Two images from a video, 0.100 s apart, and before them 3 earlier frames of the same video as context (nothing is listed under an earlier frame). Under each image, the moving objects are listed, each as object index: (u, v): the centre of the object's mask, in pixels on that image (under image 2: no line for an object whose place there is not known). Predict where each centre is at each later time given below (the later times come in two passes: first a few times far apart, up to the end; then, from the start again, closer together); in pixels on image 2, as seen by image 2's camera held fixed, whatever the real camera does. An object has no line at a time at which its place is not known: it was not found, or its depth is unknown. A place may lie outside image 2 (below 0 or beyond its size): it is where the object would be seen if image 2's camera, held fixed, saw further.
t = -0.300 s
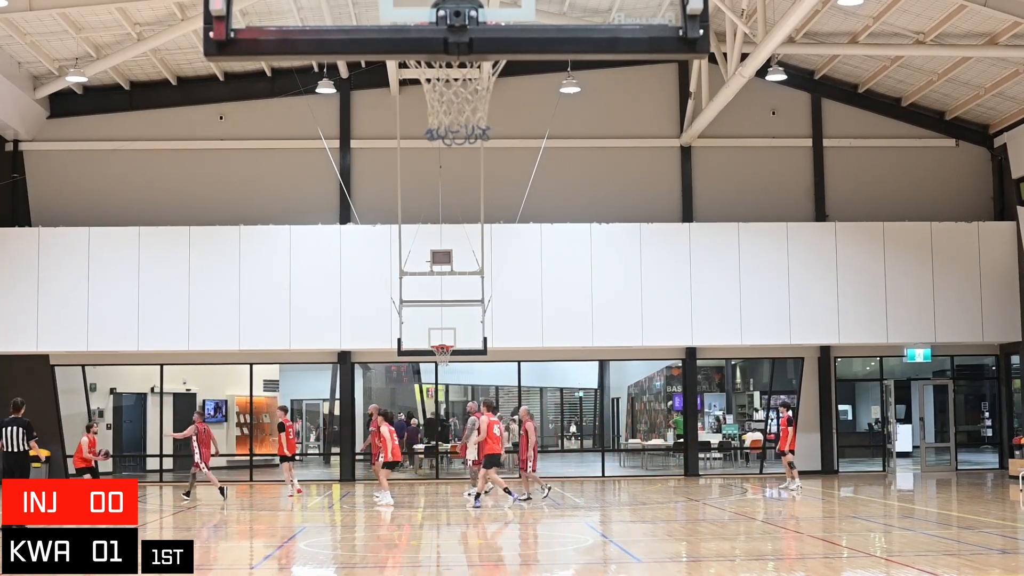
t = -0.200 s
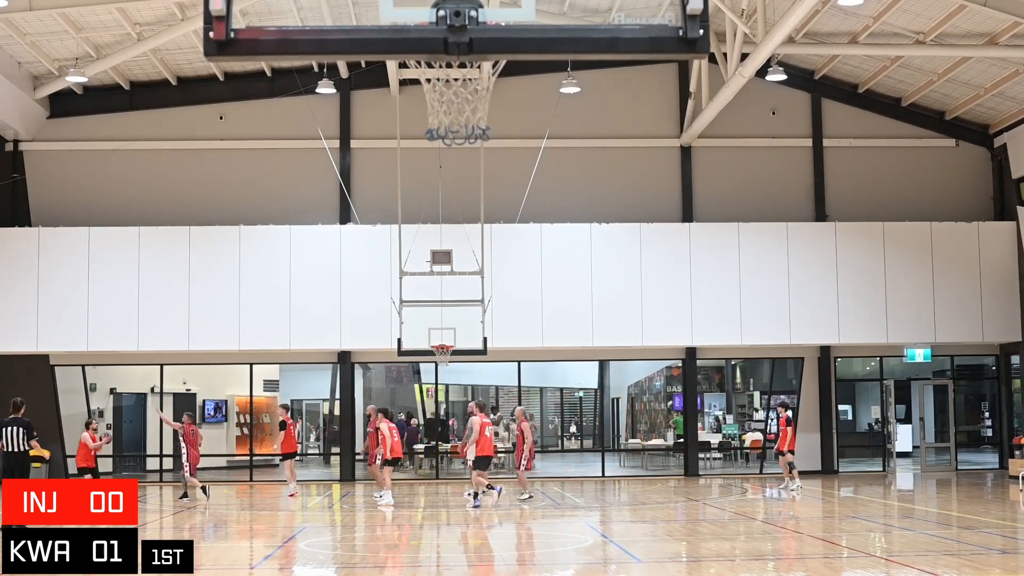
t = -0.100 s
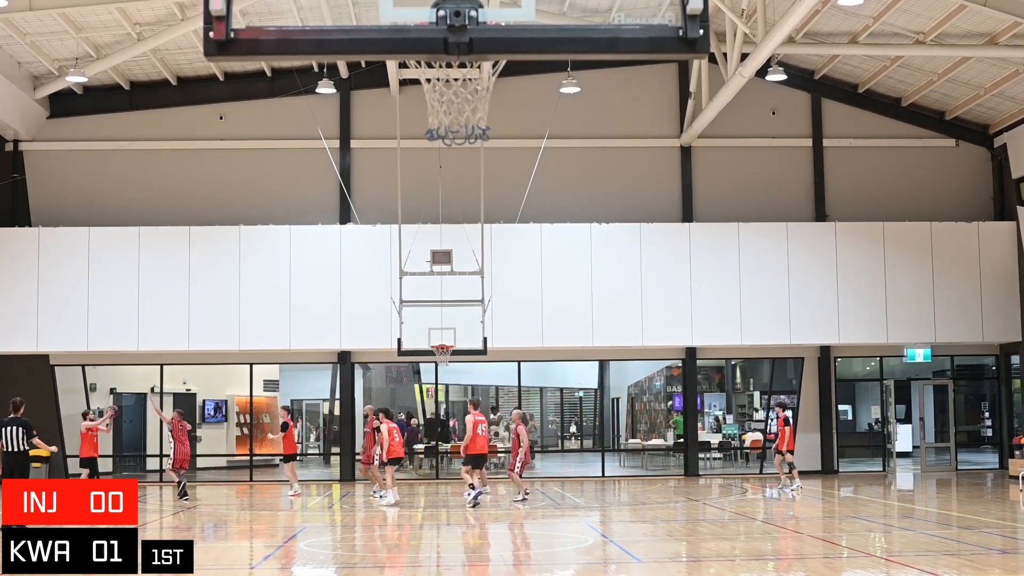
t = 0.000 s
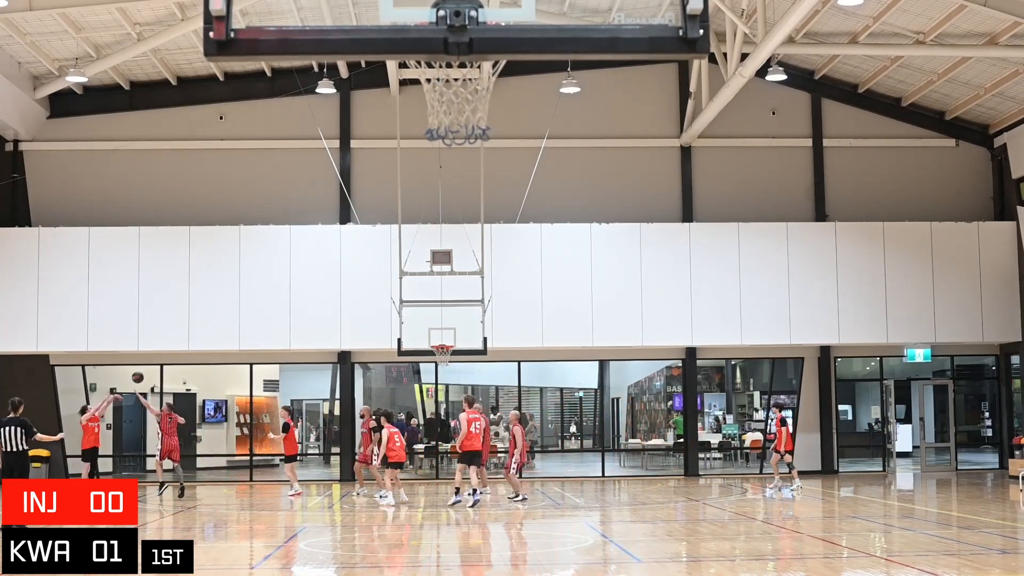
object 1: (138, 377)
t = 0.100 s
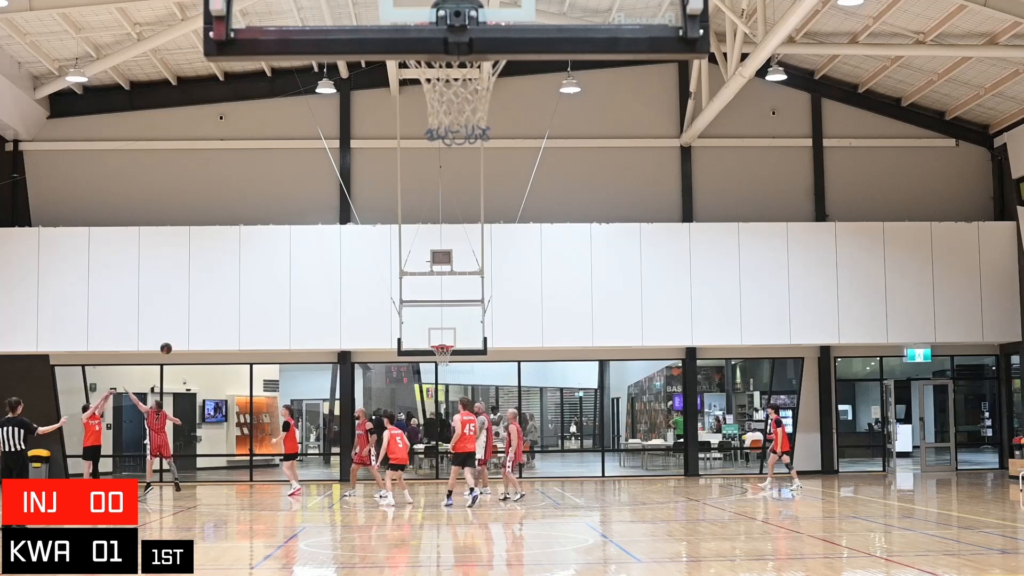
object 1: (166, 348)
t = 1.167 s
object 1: (438, 342)
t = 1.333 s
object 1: (452, 355)
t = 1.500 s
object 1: (455, 367)
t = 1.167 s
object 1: (438, 342)
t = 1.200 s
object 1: (445, 348)
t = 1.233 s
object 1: (450, 355)
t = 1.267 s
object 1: (452, 356)
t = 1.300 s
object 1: (451, 354)
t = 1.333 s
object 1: (452, 355)
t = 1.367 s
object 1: (452, 356)
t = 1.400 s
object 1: (453, 358)
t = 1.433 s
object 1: (454, 360)
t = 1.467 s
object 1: (455, 363)
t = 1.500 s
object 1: (455, 367)
